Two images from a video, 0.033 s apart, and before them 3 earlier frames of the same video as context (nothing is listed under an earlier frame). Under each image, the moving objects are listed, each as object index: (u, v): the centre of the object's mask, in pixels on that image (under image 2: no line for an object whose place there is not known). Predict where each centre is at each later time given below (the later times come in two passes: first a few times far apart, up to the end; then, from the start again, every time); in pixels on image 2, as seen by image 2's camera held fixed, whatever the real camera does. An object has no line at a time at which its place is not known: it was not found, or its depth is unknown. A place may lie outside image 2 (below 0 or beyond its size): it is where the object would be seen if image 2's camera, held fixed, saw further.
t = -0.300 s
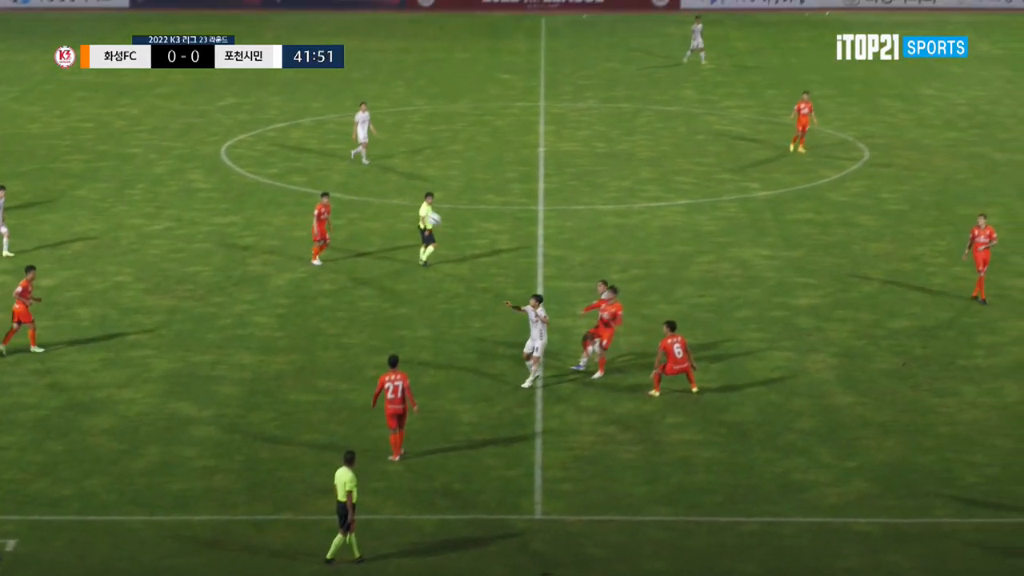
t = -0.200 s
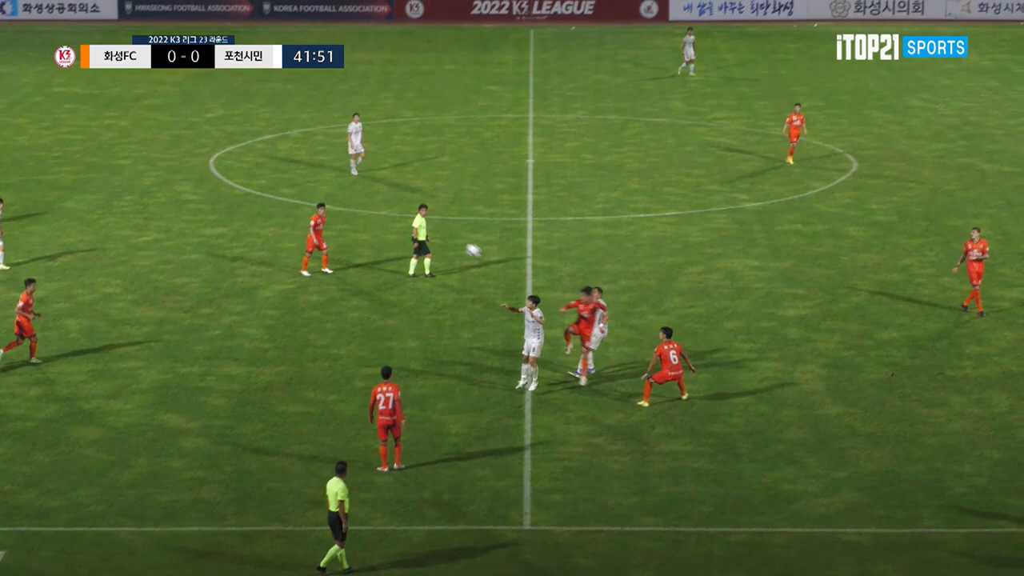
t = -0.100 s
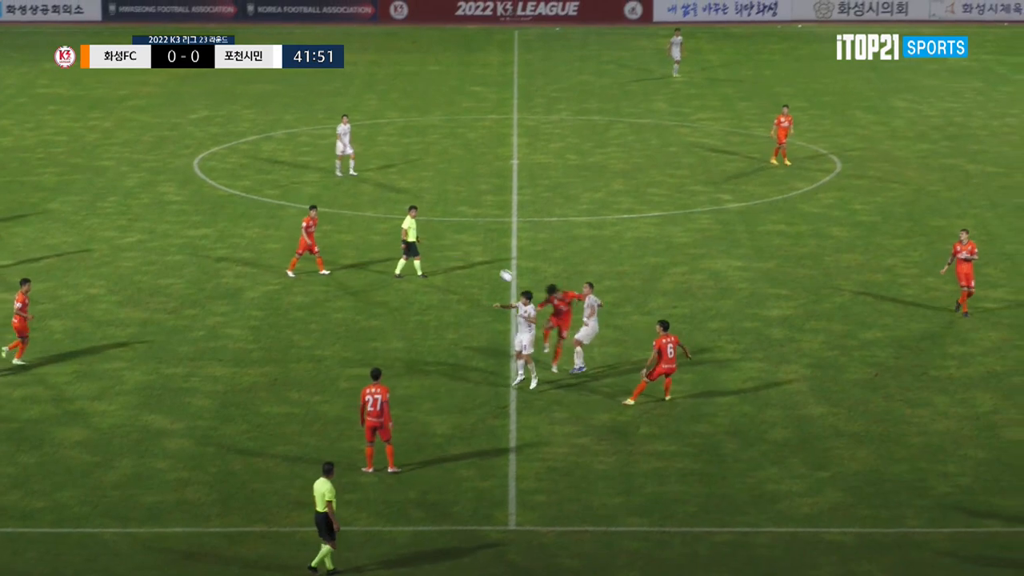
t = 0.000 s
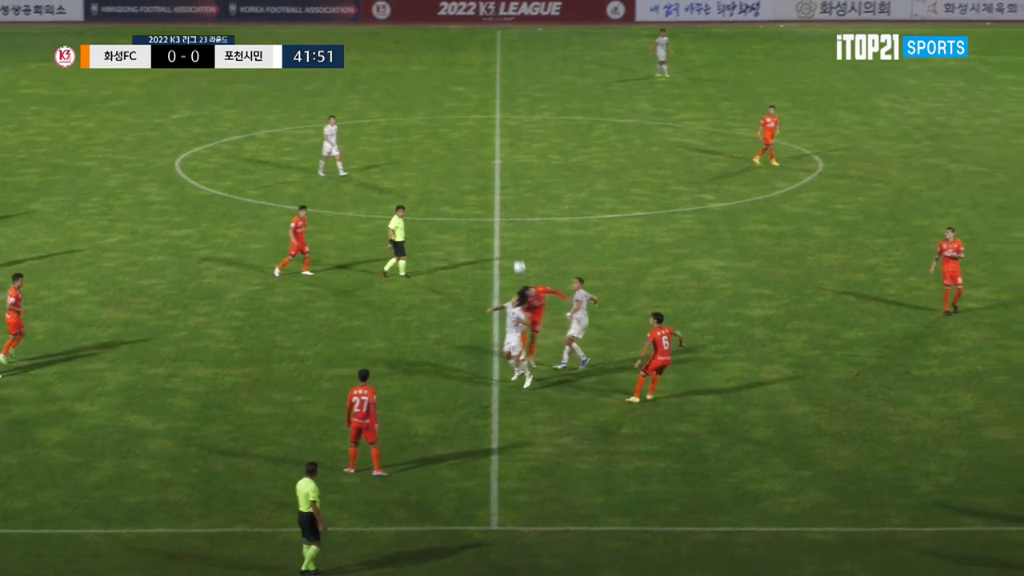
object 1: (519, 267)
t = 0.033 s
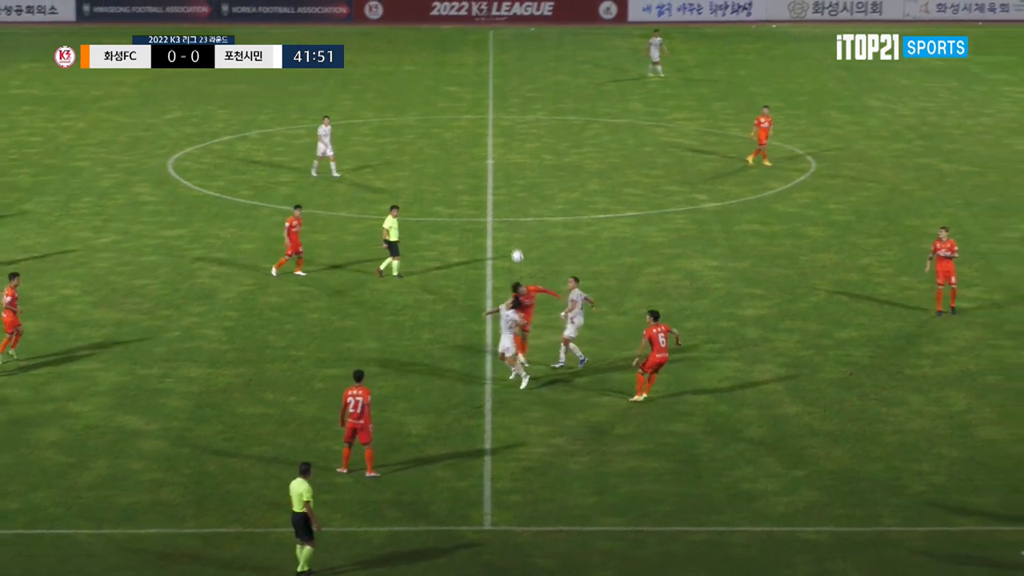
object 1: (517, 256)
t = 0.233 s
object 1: (549, 200)
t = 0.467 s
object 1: (584, 163)
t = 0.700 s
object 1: (618, 154)
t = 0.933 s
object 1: (651, 172)
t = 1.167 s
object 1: (682, 216)
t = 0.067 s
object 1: (523, 245)
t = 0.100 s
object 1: (528, 234)
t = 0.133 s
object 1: (533, 225)
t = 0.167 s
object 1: (538, 216)
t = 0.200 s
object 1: (543, 207)
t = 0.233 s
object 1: (549, 200)
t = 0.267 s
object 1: (553, 193)
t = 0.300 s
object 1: (559, 186)
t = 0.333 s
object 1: (564, 180)
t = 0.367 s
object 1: (569, 175)
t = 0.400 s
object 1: (574, 170)
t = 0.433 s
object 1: (579, 167)
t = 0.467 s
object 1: (584, 163)
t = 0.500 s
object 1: (589, 159)
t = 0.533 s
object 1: (594, 158)
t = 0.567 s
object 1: (599, 156)
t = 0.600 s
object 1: (604, 154)
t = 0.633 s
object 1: (608, 154)
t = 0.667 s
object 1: (614, 153)
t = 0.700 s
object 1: (618, 154)
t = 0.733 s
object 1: (624, 155)
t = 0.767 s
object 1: (628, 156)
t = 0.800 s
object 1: (633, 158)
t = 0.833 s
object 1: (637, 160)
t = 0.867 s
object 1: (642, 164)
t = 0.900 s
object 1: (647, 167)
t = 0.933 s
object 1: (651, 172)
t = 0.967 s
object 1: (655, 177)
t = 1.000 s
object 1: (659, 182)
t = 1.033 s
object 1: (664, 188)
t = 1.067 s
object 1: (668, 194)
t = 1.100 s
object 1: (673, 202)
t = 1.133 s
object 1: (678, 209)
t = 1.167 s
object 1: (682, 216)
